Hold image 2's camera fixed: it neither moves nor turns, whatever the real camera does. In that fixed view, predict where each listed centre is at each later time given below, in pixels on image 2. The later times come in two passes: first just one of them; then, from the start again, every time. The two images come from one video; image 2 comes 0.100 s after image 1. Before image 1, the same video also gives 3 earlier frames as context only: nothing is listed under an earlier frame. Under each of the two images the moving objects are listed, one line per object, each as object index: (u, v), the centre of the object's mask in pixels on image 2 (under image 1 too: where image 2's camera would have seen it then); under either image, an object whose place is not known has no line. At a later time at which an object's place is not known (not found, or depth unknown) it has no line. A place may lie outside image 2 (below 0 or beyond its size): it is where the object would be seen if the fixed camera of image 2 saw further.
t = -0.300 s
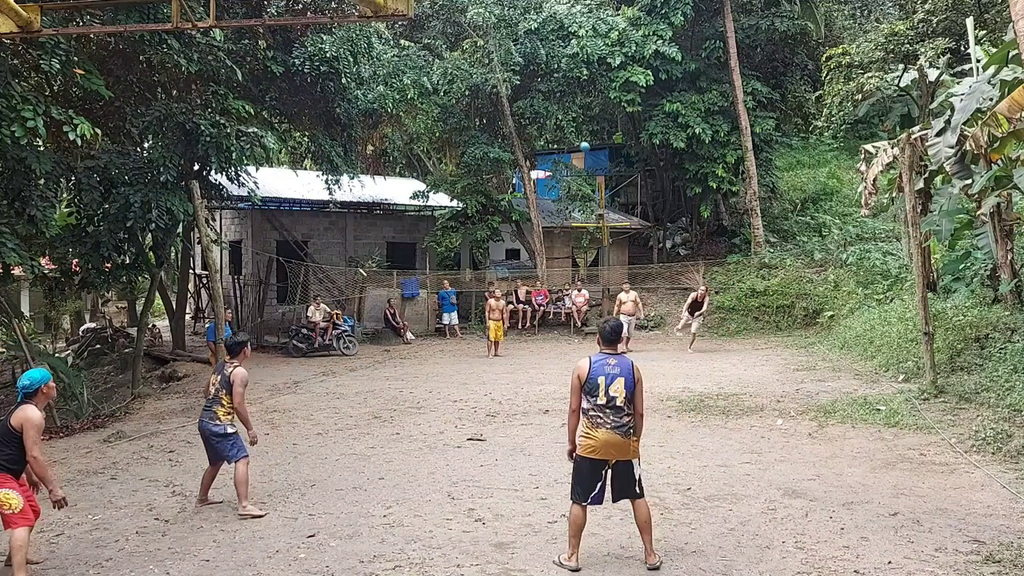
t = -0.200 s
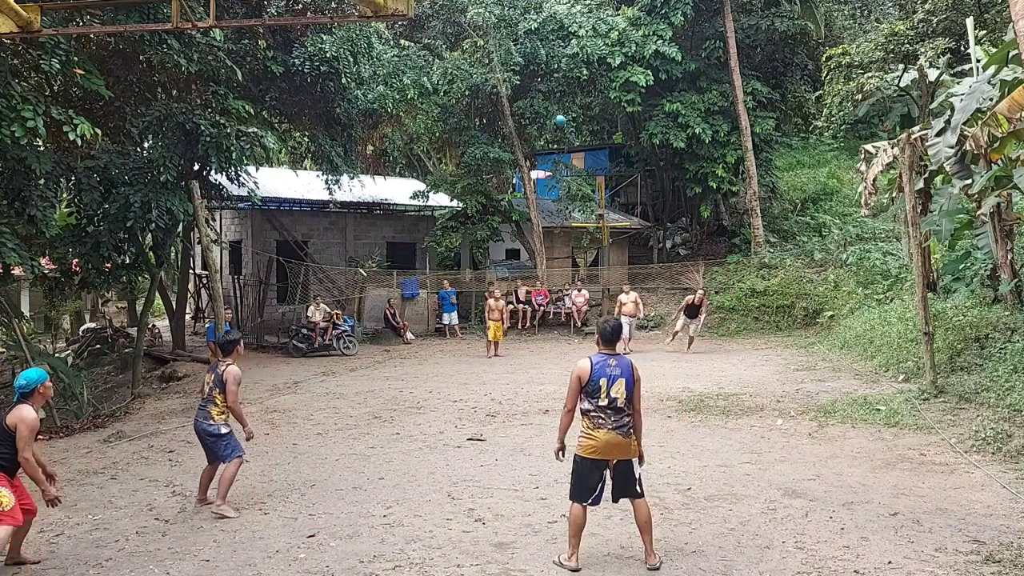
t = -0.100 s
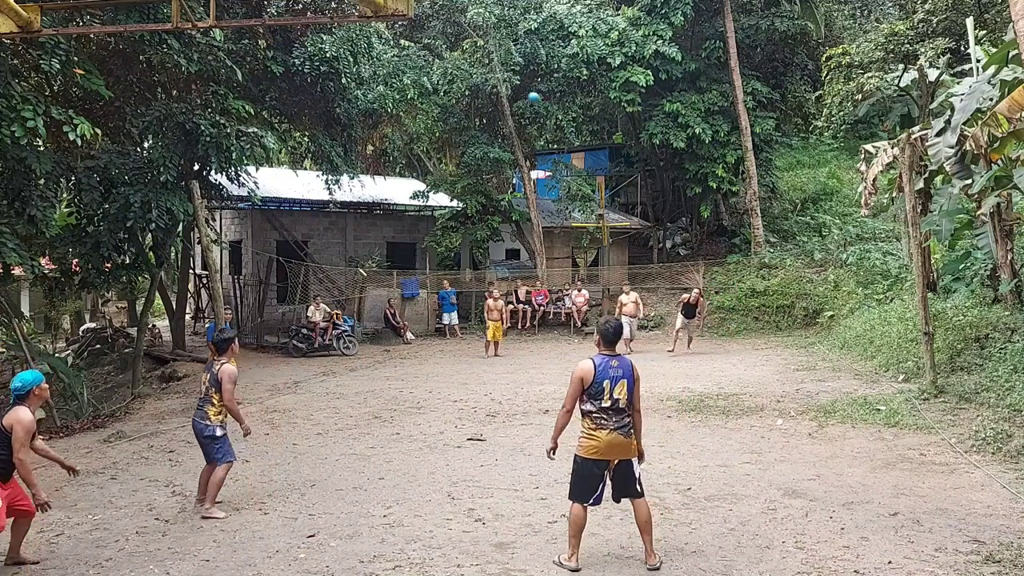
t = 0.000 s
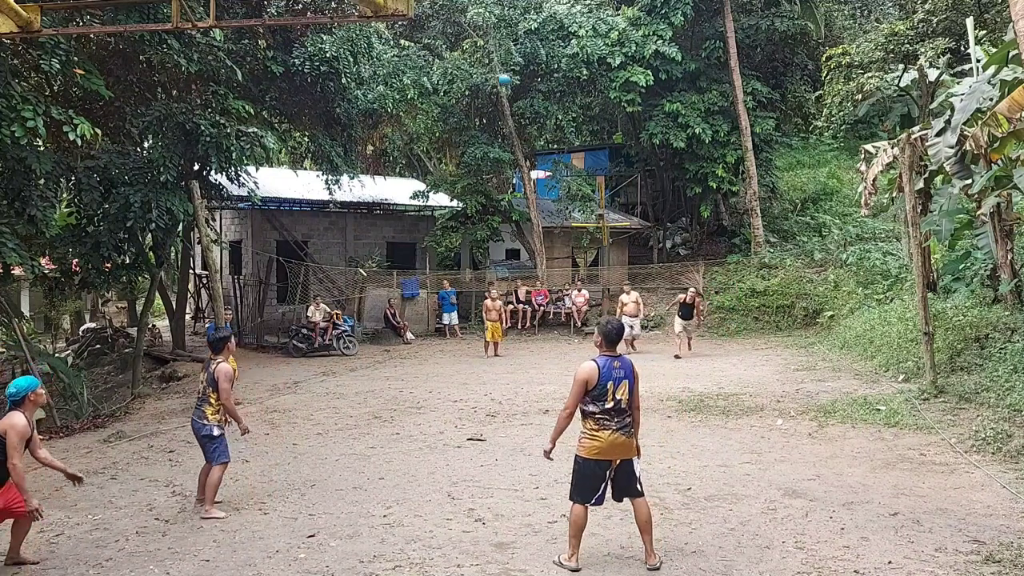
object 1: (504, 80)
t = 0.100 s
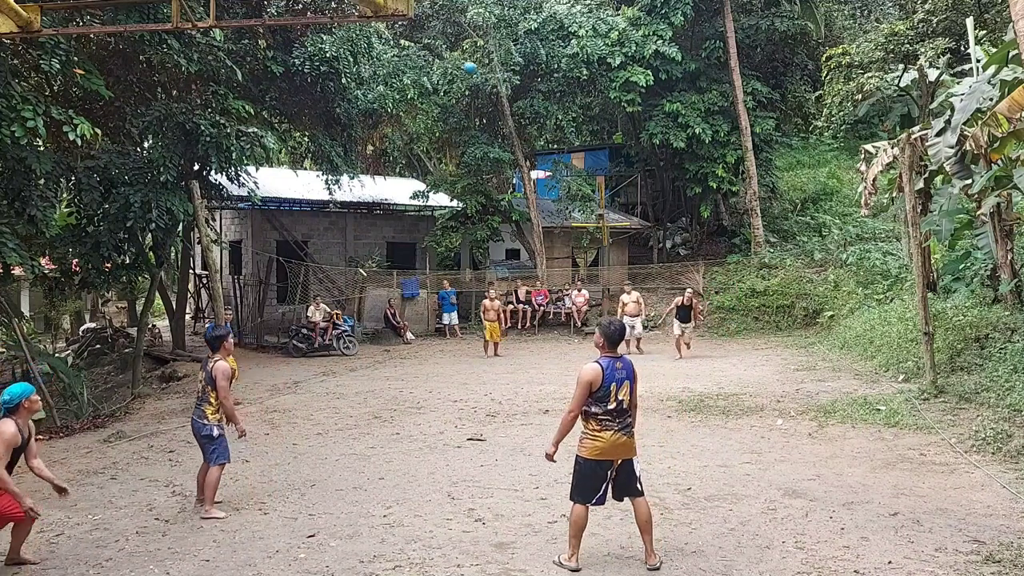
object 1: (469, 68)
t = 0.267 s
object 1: (398, 65)
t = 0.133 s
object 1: (456, 65)
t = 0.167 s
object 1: (442, 63)
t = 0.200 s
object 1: (429, 63)
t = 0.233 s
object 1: (414, 62)
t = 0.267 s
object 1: (398, 65)
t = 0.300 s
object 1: (382, 67)
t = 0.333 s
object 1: (364, 71)
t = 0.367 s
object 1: (346, 75)
